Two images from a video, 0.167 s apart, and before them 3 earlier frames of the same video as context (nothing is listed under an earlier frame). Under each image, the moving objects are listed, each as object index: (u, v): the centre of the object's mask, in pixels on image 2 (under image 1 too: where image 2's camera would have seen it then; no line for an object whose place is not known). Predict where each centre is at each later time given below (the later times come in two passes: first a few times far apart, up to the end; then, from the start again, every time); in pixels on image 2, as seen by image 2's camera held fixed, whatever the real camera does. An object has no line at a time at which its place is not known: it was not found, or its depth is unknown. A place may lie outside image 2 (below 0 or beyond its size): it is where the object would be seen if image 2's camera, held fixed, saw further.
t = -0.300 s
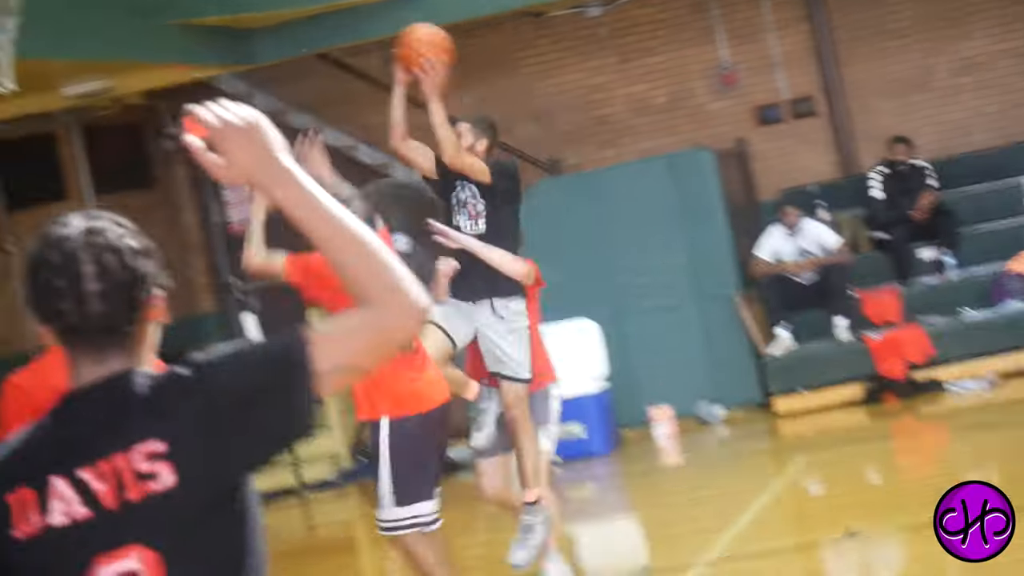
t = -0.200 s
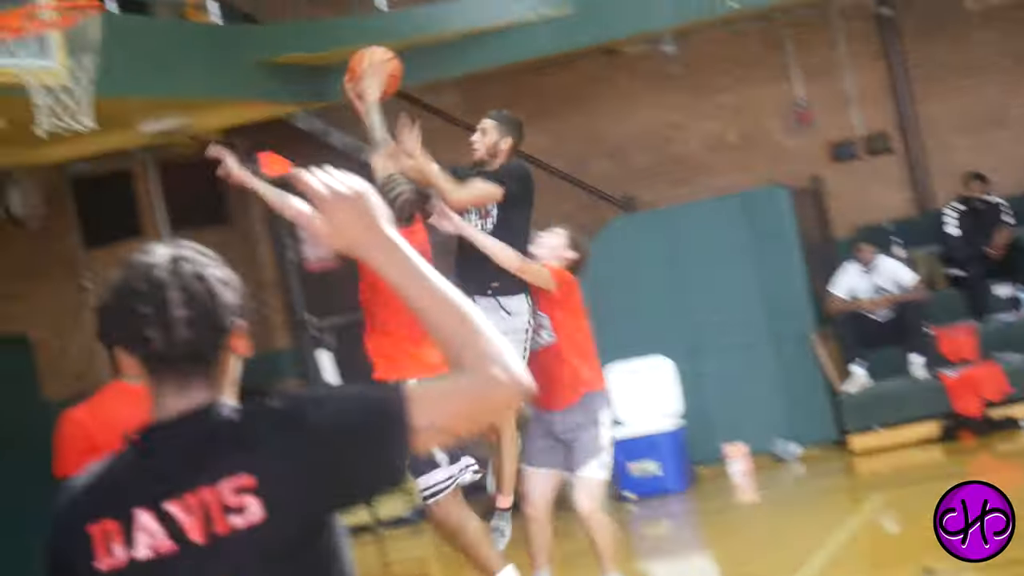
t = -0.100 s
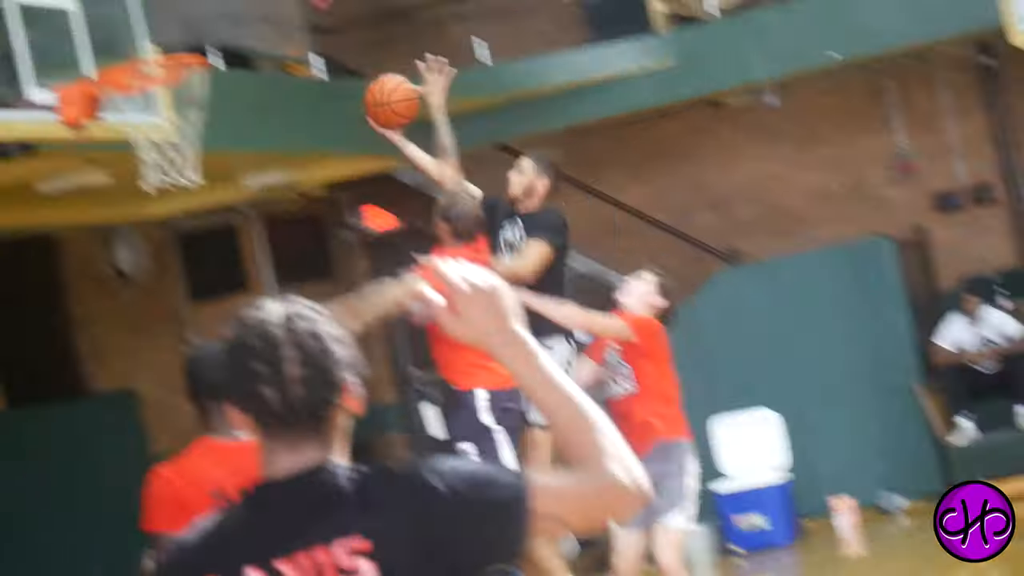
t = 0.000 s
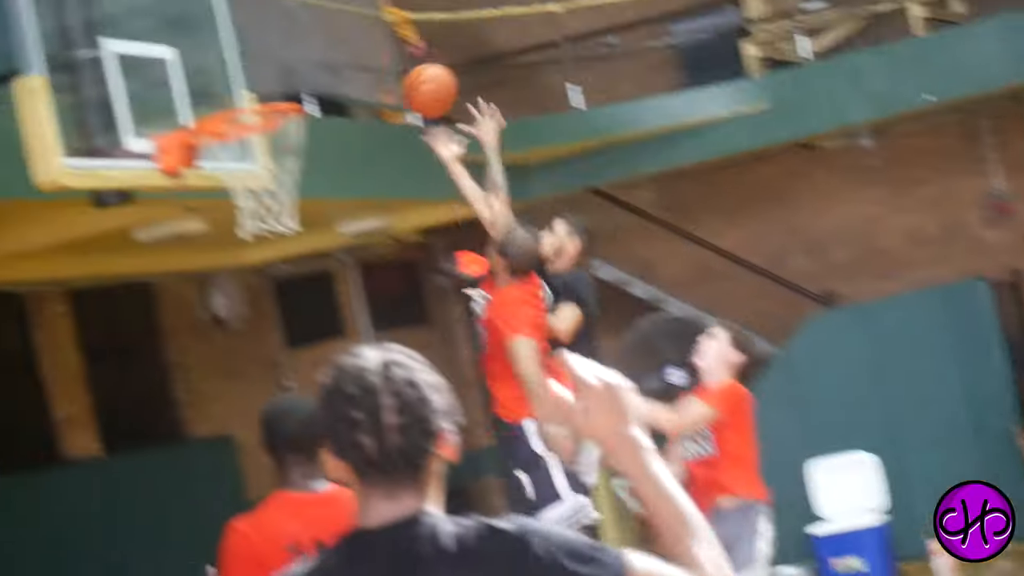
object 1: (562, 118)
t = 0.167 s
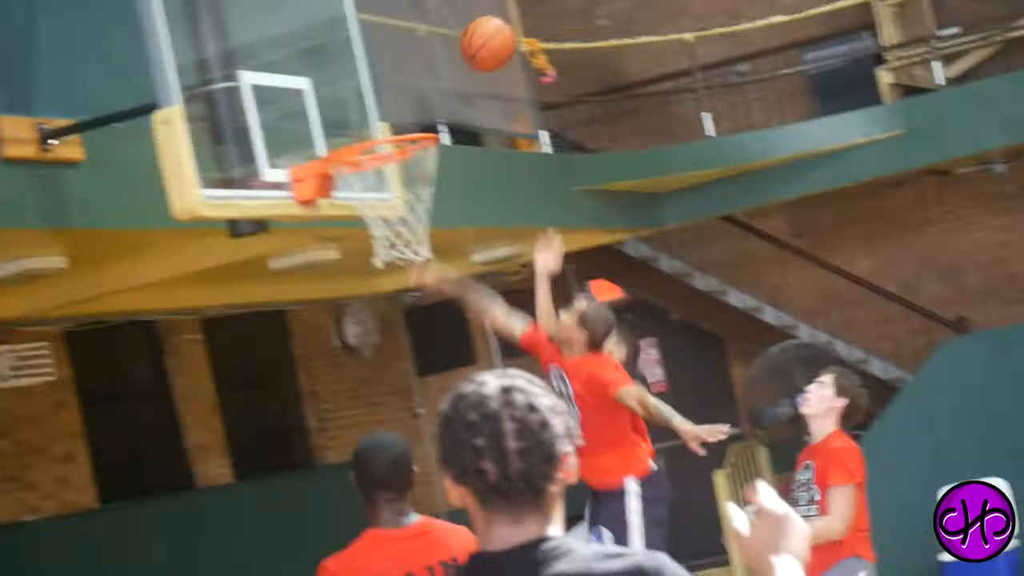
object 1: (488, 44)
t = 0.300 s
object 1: (436, 23)
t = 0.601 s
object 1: (343, 129)
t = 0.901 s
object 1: (464, 90)
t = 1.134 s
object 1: (580, 190)
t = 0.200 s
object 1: (473, 35)
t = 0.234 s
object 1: (460, 29)
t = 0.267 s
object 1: (448, 26)
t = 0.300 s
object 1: (436, 23)
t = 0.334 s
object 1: (424, 25)
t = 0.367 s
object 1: (412, 29)
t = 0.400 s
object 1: (401, 37)
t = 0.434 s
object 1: (391, 47)
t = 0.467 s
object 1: (380, 58)
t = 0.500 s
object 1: (370, 73)
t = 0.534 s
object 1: (361, 91)
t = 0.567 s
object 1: (351, 112)
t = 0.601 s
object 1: (343, 129)
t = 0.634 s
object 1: (352, 120)
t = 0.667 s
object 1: (366, 110)
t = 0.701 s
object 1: (379, 99)
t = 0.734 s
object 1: (393, 91)
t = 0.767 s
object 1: (406, 86)
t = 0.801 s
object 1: (419, 84)
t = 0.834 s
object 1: (433, 84)
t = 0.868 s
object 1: (448, 86)
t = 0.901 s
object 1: (464, 90)
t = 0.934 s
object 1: (479, 98)
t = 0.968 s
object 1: (495, 108)
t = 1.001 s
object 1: (514, 120)
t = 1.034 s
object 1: (530, 133)
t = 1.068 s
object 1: (546, 149)
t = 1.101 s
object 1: (563, 168)
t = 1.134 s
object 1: (580, 190)
